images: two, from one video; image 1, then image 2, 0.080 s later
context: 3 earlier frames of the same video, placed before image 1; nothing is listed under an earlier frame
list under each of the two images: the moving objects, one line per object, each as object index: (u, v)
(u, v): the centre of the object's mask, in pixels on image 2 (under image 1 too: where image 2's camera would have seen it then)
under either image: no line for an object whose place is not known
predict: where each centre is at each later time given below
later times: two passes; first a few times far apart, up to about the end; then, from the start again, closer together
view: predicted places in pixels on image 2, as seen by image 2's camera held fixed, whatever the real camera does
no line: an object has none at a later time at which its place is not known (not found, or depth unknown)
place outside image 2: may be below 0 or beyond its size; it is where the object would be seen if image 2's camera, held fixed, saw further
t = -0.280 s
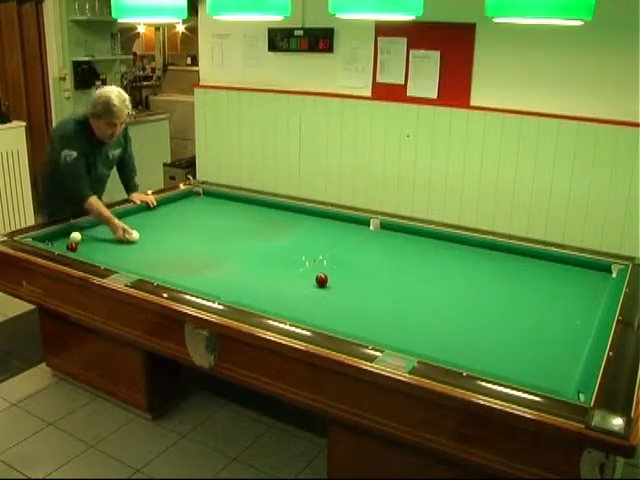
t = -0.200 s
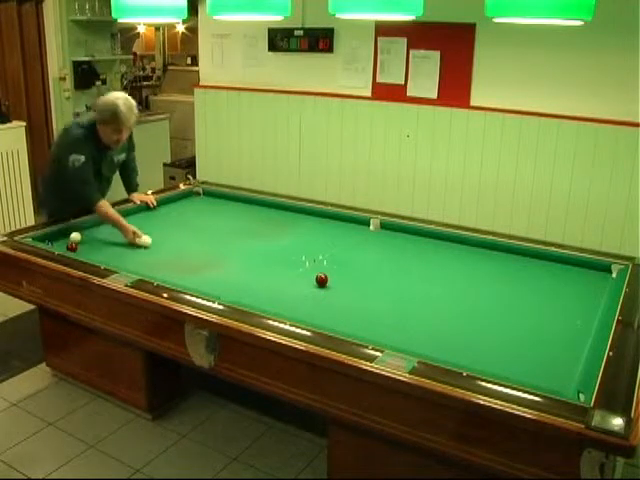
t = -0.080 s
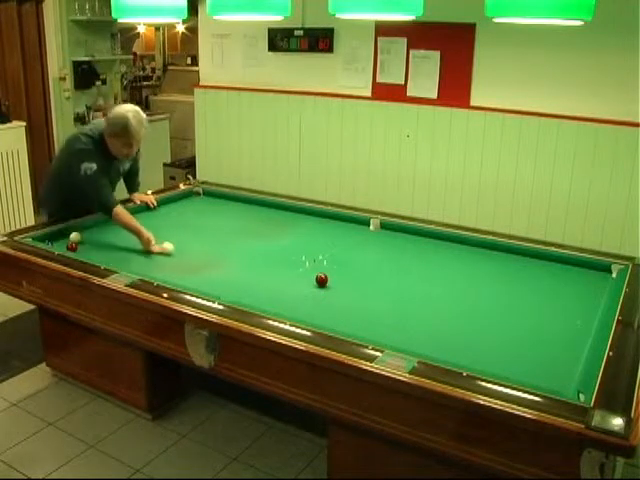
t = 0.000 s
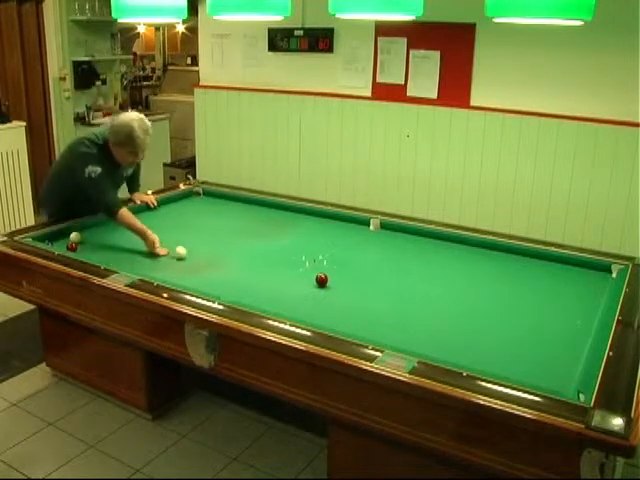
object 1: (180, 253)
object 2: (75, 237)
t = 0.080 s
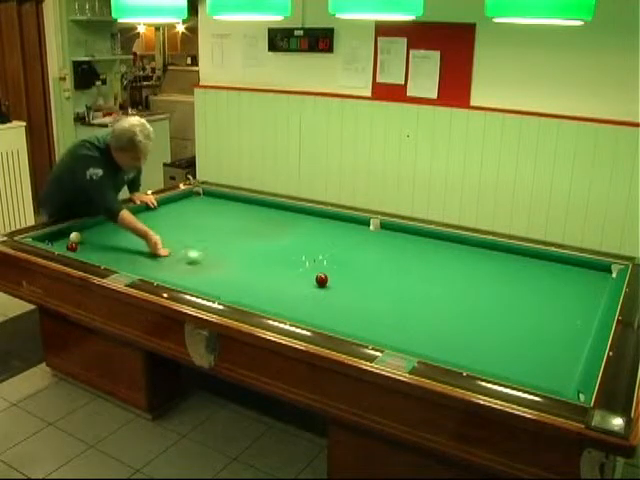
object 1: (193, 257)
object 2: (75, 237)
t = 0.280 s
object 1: (226, 268)
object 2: (74, 237)
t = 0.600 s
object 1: (287, 286)
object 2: (75, 237)
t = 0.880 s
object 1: (349, 305)
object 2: (75, 236)
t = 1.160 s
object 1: (416, 326)
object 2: (75, 236)
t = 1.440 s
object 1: (492, 348)
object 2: (75, 236)
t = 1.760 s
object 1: (564, 371)
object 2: (75, 236)
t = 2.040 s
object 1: (507, 358)
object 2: (75, 236)
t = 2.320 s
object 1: (456, 347)
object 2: (75, 236)
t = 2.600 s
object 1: (408, 337)
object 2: (75, 236)
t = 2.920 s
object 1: (359, 325)
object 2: (75, 236)
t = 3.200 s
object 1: (319, 315)
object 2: (75, 236)
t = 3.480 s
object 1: (281, 306)
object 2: (75, 236)
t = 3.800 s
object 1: (242, 296)
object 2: (75, 236)
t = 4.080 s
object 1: (212, 289)
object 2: (75, 236)
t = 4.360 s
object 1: (183, 280)
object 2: (75, 236)
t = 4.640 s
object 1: (156, 274)
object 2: (75, 236)
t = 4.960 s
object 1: (129, 267)
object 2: (75, 236)
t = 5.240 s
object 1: (107, 261)
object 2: (75, 236)
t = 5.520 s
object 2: (75, 236)
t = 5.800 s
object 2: (75, 236)
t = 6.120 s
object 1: (63, 247)
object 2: (75, 236)
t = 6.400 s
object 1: (58, 244)
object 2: (76, 234)
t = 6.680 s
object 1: (58, 243)
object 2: (77, 233)
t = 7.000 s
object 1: (59, 242)
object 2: (78, 232)
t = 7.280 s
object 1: (60, 241)
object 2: (80, 230)
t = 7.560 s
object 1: (59, 240)
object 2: (81, 229)
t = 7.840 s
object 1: (58, 239)
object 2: (82, 228)
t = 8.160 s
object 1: (57, 239)
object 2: (83, 227)
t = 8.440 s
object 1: (57, 238)
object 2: (84, 226)
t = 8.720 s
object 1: (57, 238)
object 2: (85, 226)
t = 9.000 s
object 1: (57, 238)
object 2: (85, 226)
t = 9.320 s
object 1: (57, 238)
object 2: (85, 227)
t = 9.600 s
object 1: (57, 238)
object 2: (85, 227)
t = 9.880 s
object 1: (57, 238)
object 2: (85, 226)
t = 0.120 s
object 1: (199, 259)
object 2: (75, 237)
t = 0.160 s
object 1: (206, 261)
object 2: (75, 236)
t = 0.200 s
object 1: (213, 263)
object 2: (75, 237)
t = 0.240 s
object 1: (219, 266)
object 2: (75, 236)
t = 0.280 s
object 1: (226, 268)
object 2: (74, 237)
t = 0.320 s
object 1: (234, 270)
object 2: (75, 236)
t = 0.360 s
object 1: (240, 272)
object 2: (75, 237)
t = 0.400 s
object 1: (248, 275)
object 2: (75, 236)
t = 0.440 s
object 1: (255, 277)
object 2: (75, 237)
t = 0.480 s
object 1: (263, 279)
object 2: (75, 236)
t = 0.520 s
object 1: (271, 281)
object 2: (75, 237)
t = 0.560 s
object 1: (279, 284)
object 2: (75, 236)
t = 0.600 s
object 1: (287, 286)
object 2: (75, 237)
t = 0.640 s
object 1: (296, 289)
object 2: (75, 237)
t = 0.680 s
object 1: (304, 292)
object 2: (75, 237)
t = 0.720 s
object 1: (312, 295)
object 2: (75, 236)
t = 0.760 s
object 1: (321, 297)
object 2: (75, 236)
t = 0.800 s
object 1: (330, 300)
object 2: (75, 236)
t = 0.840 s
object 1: (339, 302)
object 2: (75, 236)
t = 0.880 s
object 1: (349, 305)
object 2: (75, 236)
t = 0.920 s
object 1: (357, 308)
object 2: (75, 236)
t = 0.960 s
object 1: (367, 311)
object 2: (75, 236)
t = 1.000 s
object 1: (376, 314)
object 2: (75, 236)
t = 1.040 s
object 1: (387, 316)
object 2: (75, 236)
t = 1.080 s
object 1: (396, 320)
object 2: (75, 236)
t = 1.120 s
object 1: (406, 323)
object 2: (75, 236)
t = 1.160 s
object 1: (416, 326)
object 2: (75, 236)
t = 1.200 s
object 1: (427, 329)
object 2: (75, 236)
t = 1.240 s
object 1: (437, 332)
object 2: (75, 236)
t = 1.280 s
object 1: (448, 335)
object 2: (75, 236)
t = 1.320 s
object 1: (459, 339)
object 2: (75, 236)
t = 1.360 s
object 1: (470, 342)
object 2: (75, 236)
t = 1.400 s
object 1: (480, 345)
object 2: (75, 236)
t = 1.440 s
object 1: (492, 348)
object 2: (75, 236)
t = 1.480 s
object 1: (503, 352)
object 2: (75, 236)
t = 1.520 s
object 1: (516, 355)
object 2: (75, 236)
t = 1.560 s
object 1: (528, 359)
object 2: (75, 236)
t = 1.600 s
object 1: (539, 363)
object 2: (75, 236)
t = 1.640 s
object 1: (552, 366)
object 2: (75, 236)
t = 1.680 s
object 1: (563, 370)
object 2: (75, 236)
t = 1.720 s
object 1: (573, 372)
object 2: (75, 236)
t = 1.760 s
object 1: (564, 371)
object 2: (75, 236)
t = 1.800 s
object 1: (555, 369)
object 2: (75, 236)
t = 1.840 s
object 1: (546, 367)
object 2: (75, 236)
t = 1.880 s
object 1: (538, 365)
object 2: (75, 236)
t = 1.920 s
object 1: (530, 363)
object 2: (75, 236)
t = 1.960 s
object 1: (523, 361)
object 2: (75, 236)
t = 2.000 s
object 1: (515, 360)
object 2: (75, 236)
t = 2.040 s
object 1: (507, 358)
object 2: (75, 236)
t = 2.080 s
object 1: (499, 357)
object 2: (75, 236)
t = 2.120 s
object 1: (492, 355)
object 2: (75, 236)
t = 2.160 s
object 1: (485, 353)
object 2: (75, 236)
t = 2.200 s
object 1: (478, 352)
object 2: (75, 236)
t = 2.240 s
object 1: (470, 350)
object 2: (75, 236)
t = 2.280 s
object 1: (463, 348)
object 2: (75, 236)
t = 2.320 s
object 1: (456, 347)
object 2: (75, 236)
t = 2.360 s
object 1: (449, 345)
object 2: (75, 236)
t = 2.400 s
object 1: (442, 344)
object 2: (75, 236)
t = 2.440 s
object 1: (436, 342)
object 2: (75, 236)
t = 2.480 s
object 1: (429, 341)
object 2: (75, 236)
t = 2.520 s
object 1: (422, 339)
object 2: (75, 236)
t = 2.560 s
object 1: (415, 338)
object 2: (75, 236)
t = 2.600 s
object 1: (408, 337)
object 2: (75, 236)
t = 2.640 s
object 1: (402, 335)
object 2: (75, 236)
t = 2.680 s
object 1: (395, 333)
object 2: (75, 236)
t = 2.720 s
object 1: (389, 332)
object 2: (75, 236)
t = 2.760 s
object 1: (383, 330)
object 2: (75, 236)
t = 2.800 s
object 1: (377, 329)
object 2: (75, 236)
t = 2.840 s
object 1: (371, 328)
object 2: (75, 236)
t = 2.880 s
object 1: (365, 327)
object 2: (75, 236)
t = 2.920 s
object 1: (359, 325)
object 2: (75, 236)
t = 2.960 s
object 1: (353, 324)
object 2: (75, 236)
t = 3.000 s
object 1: (347, 322)
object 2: (75, 236)
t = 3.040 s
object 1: (342, 321)
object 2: (75, 236)
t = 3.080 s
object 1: (336, 320)
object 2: (75, 236)
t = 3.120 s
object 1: (330, 318)
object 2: (75, 236)
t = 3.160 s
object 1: (324, 316)
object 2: (75, 236)
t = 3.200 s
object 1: (319, 315)
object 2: (75, 236)
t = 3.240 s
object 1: (313, 313)
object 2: (75, 236)
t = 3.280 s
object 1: (307, 312)
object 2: (75, 236)
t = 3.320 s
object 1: (302, 311)
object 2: (75, 236)
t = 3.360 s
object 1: (297, 310)
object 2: (75, 236)
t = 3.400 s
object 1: (292, 309)
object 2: (75, 236)
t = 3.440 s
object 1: (286, 307)
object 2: (75, 236)
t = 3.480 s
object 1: (281, 306)
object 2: (75, 236)
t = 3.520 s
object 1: (277, 305)
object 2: (75, 236)
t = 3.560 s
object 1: (271, 303)
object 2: (75, 236)
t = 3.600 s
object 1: (266, 302)
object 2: (75, 236)
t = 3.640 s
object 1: (262, 301)
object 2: (75, 236)
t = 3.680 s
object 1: (257, 300)
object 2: (75, 236)
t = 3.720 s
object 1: (252, 298)
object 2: (75, 236)
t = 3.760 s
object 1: (247, 297)
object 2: (75, 236)
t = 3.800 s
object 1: (242, 296)
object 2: (75, 236)
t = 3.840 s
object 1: (238, 295)
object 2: (75, 236)
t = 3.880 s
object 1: (233, 294)
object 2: (75, 236)
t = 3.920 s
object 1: (229, 293)
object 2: (75, 236)
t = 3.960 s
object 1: (225, 293)
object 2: (75, 236)
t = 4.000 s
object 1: (220, 291)
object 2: (75, 236)
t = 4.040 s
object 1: (215, 290)
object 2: (75, 236)
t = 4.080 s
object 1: (212, 289)
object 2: (75, 236)
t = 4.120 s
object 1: (207, 287)
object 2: (75, 236)
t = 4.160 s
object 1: (204, 286)
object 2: (75, 236)
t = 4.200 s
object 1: (200, 285)
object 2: (75, 236)
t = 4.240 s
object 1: (195, 283)
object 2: (75, 236)
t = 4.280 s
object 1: (191, 282)
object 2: (75, 236)
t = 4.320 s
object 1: (186, 281)
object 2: (75, 236)
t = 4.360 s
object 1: (183, 280)
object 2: (75, 236)
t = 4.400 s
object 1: (178, 279)
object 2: (75, 236)
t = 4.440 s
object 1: (175, 278)
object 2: (75, 236)
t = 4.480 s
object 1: (171, 277)
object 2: (75, 236)
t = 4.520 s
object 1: (168, 276)
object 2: (75, 236)
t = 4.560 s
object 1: (165, 275)
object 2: (75, 236)
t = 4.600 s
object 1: (160, 274)
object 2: (75, 236)
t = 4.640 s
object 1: (156, 274)
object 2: (75, 236)
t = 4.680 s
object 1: (152, 273)
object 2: (75, 236)
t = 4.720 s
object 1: (149, 272)
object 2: (75, 236)
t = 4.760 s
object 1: (146, 271)
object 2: (75, 236)
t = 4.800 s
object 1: (142, 270)
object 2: (75, 236)
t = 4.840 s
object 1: (138, 269)
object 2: (75, 236)
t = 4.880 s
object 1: (135, 268)
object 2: (75, 236)
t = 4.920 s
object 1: (132, 267)
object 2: (75, 236)
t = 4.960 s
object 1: (129, 267)
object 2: (75, 236)
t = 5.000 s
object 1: (126, 265)
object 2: (75, 236)
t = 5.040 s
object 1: (123, 264)
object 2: (75, 236)
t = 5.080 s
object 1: (119, 263)
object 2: (75, 236)
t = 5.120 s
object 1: (116, 263)
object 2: (75, 236)
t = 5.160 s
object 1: (113, 262)
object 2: (75, 236)
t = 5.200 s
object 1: (110, 261)
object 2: (75, 236)
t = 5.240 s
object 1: (107, 261)
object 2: (75, 236)
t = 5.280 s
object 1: (105, 260)
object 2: (75, 236)
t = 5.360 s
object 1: (101, 259)
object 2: (75, 236)
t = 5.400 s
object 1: (98, 258)
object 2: (75, 236)
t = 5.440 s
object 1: (97, 257)
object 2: (75, 236)
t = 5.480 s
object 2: (75, 236)
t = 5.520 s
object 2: (75, 236)
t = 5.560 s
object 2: (75, 236)
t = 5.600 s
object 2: (75, 236)
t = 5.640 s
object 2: (75, 236)
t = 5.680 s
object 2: (75, 236)
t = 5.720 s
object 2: (75, 236)
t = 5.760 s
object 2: (75, 236)
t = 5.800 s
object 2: (75, 236)
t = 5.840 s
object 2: (75, 236)
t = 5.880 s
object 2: (75, 236)
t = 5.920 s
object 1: (69, 248)
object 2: (75, 236)
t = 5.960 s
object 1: (69, 248)
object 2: (75, 236)
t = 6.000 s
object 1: (65, 248)
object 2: (75, 236)
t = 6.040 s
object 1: (64, 247)
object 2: (75, 236)
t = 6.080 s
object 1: (63, 247)
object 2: (75, 236)
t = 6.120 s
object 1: (63, 247)
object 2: (75, 236)
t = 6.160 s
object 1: (63, 248)
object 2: (75, 236)
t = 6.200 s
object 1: (62, 246)
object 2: (76, 235)
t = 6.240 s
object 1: (60, 245)
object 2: (76, 235)
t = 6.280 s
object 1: (59, 245)
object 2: (76, 234)
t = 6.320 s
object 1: (59, 245)
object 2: (76, 234)
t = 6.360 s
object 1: (58, 245)
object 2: (76, 234)
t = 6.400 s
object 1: (58, 244)
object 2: (76, 234)
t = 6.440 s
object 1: (57, 244)
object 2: (76, 234)
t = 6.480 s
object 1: (57, 244)
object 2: (76, 233)
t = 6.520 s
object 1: (57, 244)
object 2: (76, 233)
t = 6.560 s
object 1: (57, 244)
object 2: (77, 233)
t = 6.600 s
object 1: (57, 244)
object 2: (77, 233)
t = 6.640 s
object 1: (57, 244)
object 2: (77, 233)
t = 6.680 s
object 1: (58, 243)
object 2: (77, 233)
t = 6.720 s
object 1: (58, 243)
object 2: (77, 233)
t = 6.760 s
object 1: (58, 243)
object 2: (77, 233)
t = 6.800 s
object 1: (58, 243)
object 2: (78, 232)
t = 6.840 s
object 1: (59, 242)
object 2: (78, 232)
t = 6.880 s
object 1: (59, 242)
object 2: (78, 232)
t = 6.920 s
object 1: (59, 242)
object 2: (78, 232)
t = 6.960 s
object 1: (59, 242)
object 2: (78, 232)
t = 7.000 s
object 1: (59, 242)
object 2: (78, 232)
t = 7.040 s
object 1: (59, 242)
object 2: (79, 231)
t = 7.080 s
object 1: (60, 241)
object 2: (79, 231)
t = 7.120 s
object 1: (60, 241)
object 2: (79, 231)
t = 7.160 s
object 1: (60, 241)
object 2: (79, 231)
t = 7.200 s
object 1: (60, 241)
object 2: (79, 231)
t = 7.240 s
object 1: (60, 241)
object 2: (79, 231)
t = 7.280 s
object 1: (60, 241)
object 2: (80, 230)
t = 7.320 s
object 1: (60, 241)
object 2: (80, 230)
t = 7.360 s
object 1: (60, 240)
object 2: (80, 230)
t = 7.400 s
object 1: (59, 240)
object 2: (80, 230)
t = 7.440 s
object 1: (59, 240)
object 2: (80, 229)
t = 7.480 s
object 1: (59, 240)
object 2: (80, 229)
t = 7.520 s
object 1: (58, 240)
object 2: (81, 229)
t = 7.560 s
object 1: (59, 240)
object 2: (81, 229)
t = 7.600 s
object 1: (58, 240)
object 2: (81, 228)
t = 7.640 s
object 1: (58, 240)
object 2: (81, 228)
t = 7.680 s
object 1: (58, 240)
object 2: (81, 228)
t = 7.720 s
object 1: (58, 240)
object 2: (81, 228)
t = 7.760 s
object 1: (58, 239)
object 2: (81, 228)
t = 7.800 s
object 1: (58, 239)
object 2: (81, 228)
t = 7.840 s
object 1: (58, 239)
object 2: (82, 228)
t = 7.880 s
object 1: (58, 239)
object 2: (82, 228)
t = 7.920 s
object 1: (58, 239)
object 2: (82, 228)
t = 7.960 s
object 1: (58, 239)
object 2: (82, 228)
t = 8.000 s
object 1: (58, 239)
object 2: (82, 227)
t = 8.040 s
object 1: (58, 239)
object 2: (82, 227)
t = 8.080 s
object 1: (57, 239)
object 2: (82, 227)
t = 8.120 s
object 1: (57, 239)
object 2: (82, 227)
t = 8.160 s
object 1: (57, 239)
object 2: (83, 227)
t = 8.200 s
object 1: (57, 238)
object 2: (83, 227)
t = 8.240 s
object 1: (57, 238)
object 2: (83, 227)
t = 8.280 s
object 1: (57, 238)
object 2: (83, 227)
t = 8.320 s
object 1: (57, 238)
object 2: (83, 226)
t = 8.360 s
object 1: (57, 238)
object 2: (83, 226)
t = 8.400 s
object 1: (57, 238)
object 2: (84, 226)
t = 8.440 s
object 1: (57, 238)
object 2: (84, 226)
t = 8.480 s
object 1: (57, 238)
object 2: (84, 226)
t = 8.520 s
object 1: (57, 238)
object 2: (84, 226)
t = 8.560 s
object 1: (57, 238)
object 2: (84, 226)
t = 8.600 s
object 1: (57, 238)
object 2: (85, 226)
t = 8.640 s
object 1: (57, 238)
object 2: (85, 226)
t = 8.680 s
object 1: (57, 238)
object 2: (85, 226)
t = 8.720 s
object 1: (57, 238)
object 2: (85, 226)
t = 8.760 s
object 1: (57, 238)
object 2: (85, 226)
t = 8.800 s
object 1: (57, 238)
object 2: (85, 226)
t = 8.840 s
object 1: (57, 238)
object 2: (85, 226)
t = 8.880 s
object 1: (57, 238)
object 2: (85, 226)
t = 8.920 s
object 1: (57, 238)
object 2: (85, 226)
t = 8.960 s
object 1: (57, 238)
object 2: (85, 226)
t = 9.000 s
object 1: (57, 238)
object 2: (85, 226)
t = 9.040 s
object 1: (57, 238)
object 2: (85, 226)
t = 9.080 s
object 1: (57, 238)
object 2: (85, 226)
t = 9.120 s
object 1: (57, 238)
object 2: (85, 226)
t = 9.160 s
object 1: (57, 238)
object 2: (85, 226)
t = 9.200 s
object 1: (57, 238)
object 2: (85, 227)
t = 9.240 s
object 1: (57, 238)
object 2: (85, 226)
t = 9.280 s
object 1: (57, 238)
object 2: (85, 226)
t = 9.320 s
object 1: (57, 238)
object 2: (85, 227)
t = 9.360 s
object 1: (57, 238)
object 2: (85, 227)
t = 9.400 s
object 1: (57, 238)
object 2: (85, 227)
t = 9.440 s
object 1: (57, 238)
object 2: (85, 226)
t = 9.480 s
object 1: (57, 238)
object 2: (85, 226)
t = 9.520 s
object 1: (57, 238)
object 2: (85, 226)
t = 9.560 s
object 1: (57, 238)
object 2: (85, 227)
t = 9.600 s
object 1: (57, 238)
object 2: (85, 227)
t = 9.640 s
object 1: (57, 238)
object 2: (85, 226)
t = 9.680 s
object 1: (57, 238)
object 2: (85, 226)
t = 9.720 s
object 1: (57, 238)
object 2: (85, 226)
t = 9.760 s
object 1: (57, 238)
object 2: (85, 226)
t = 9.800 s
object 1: (57, 238)
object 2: (85, 226)
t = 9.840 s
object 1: (57, 238)
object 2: (85, 226)
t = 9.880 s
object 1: (57, 238)
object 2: (85, 226)
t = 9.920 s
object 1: (57, 238)
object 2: (85, 226)
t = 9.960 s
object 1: (57, 238)
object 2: (85, 226)
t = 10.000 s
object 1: (57, 238)
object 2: (85, 226)
